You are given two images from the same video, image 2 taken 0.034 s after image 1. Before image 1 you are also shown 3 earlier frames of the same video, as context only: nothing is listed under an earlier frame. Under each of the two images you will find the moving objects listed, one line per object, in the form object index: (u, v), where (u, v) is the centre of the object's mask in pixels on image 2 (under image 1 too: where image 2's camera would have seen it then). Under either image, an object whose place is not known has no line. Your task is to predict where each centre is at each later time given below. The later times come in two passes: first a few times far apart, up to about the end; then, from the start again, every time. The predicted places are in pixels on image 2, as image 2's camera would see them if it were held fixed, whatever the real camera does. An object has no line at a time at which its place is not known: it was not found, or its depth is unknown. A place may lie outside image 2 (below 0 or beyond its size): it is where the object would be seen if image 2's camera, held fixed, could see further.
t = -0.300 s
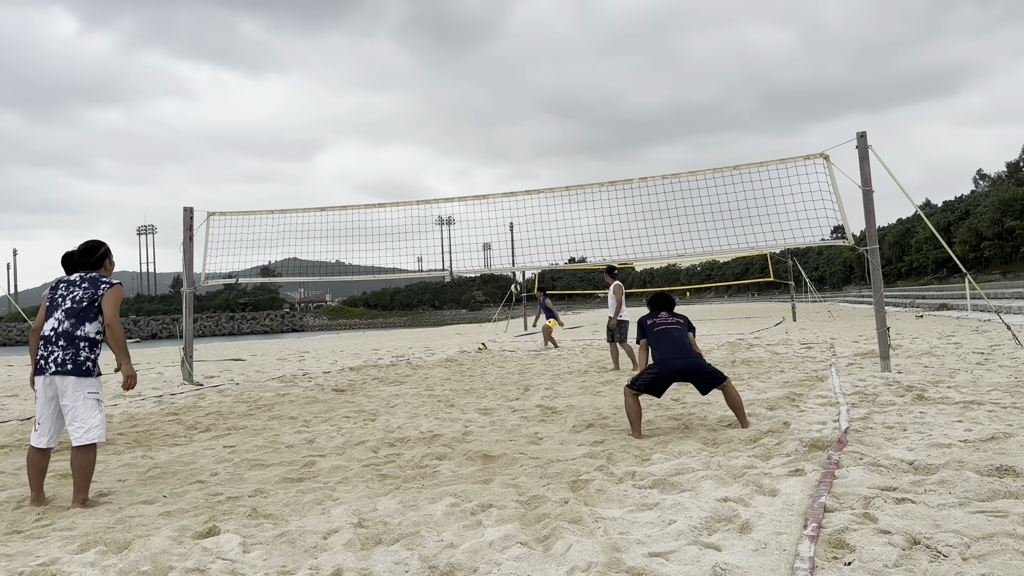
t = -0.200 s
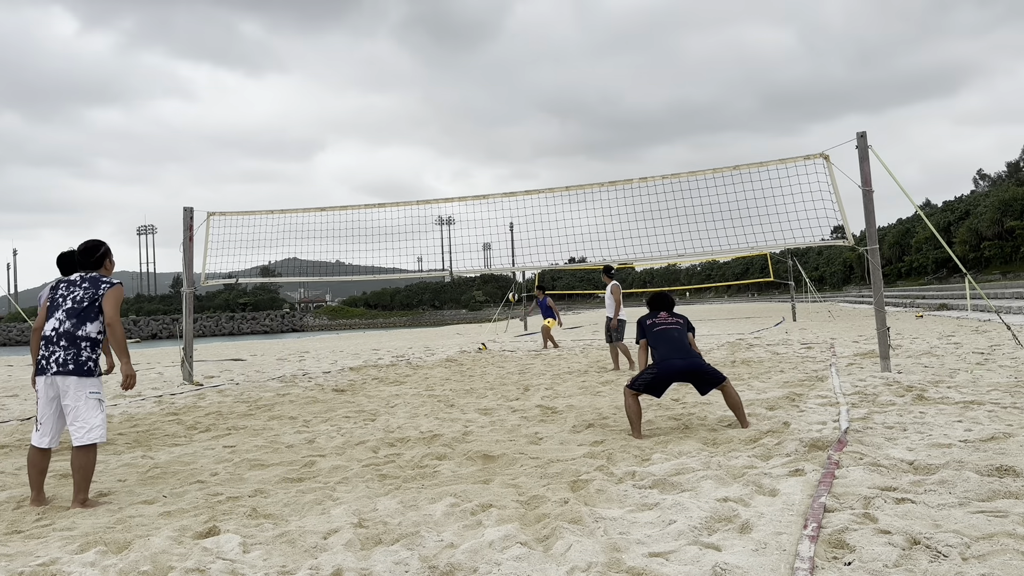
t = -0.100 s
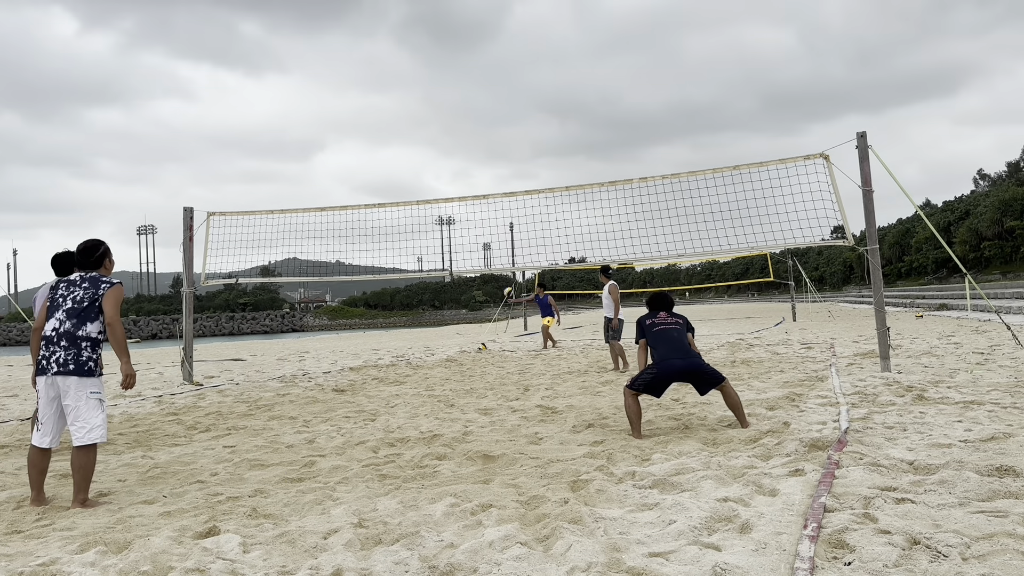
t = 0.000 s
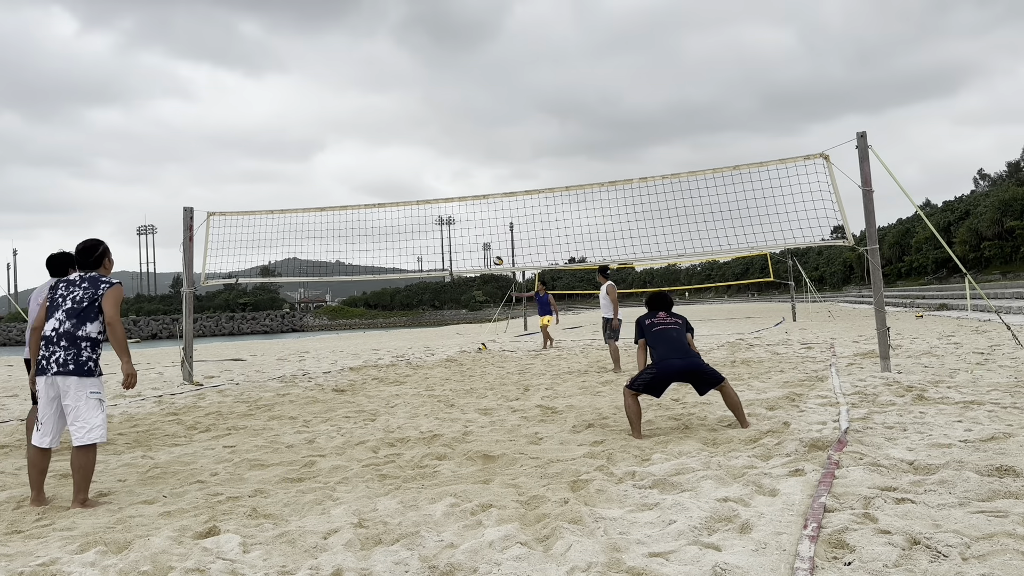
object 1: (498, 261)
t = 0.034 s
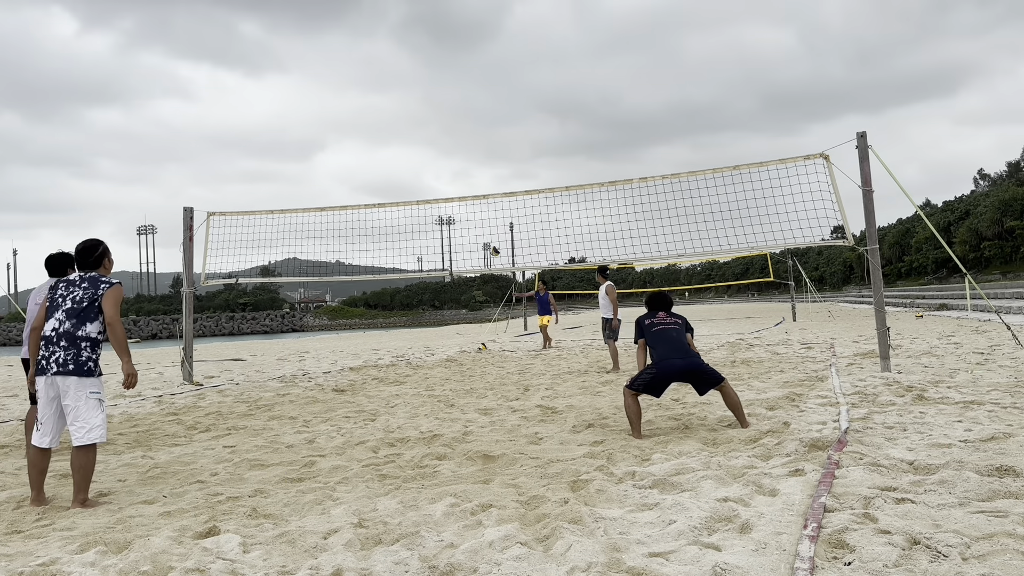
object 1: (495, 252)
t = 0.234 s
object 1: (474, 195)
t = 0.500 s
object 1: (440, 139)
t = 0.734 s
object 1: (403, 113)
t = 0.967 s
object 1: (355, 122)
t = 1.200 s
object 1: (287, 196)
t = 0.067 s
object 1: (491, 242)
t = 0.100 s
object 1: (488, 232)
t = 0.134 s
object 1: (484, 222)
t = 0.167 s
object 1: (481, 214)
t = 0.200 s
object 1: (478, 205)
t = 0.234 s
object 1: (474, 195)
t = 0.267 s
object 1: (470, 187)
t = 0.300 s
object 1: (466, 179)
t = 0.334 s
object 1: (462, 172)
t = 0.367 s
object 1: (458, 164)
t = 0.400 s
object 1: (454, 157)
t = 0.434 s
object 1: (450, 151)
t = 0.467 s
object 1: (445, 145)
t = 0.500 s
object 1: (440, 139)
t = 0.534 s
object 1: (435, 134)
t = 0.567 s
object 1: (430, 130)
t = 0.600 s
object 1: (425, 125)
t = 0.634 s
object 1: (419, 121)
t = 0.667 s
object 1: (414, 118)
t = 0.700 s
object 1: (409, 115)
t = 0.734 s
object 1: (403, 113)
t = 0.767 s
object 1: (397, 112)
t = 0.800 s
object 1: (390, 112)
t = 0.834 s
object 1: (384, 111)
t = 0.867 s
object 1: (377, 113)
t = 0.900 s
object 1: (370, 115)
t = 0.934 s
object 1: (362, 118)
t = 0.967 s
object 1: (355, 122)
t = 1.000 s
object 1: (346, 127)
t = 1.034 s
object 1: (338, 134)
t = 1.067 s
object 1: (329, 143)
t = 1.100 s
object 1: (319, 153)
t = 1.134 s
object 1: (309, 165)
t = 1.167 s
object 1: (298, 179)
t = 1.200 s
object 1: (287, 196)
